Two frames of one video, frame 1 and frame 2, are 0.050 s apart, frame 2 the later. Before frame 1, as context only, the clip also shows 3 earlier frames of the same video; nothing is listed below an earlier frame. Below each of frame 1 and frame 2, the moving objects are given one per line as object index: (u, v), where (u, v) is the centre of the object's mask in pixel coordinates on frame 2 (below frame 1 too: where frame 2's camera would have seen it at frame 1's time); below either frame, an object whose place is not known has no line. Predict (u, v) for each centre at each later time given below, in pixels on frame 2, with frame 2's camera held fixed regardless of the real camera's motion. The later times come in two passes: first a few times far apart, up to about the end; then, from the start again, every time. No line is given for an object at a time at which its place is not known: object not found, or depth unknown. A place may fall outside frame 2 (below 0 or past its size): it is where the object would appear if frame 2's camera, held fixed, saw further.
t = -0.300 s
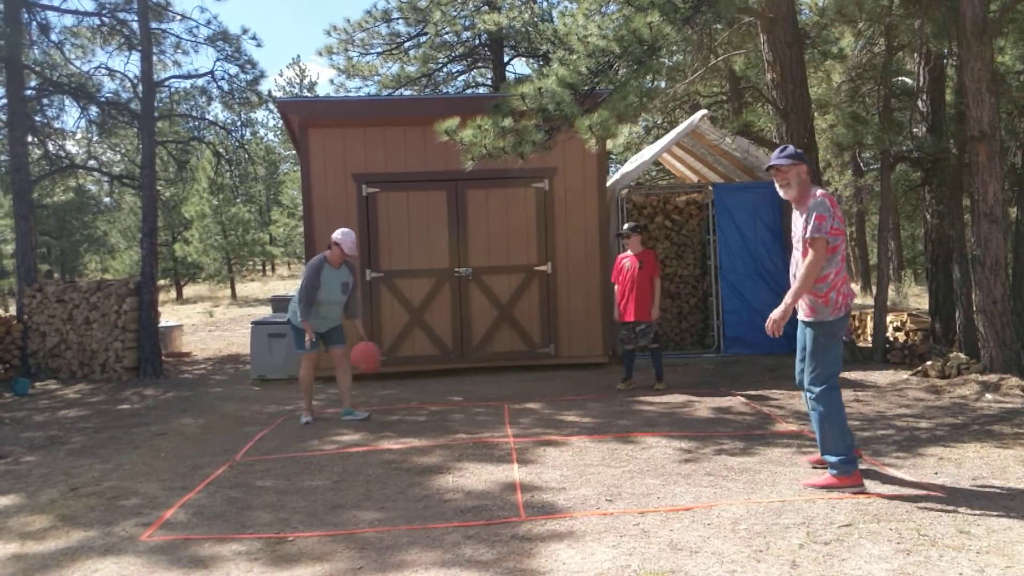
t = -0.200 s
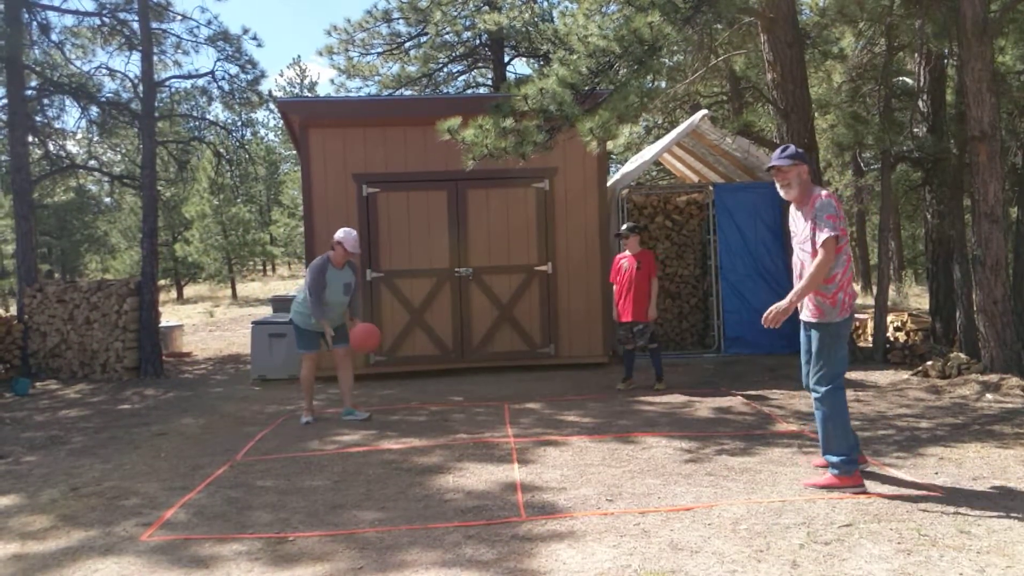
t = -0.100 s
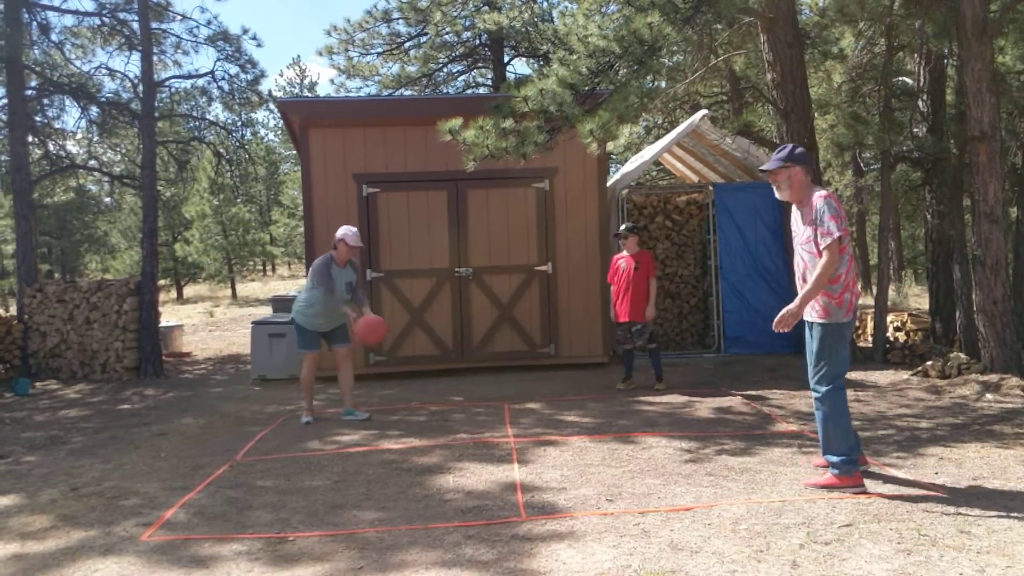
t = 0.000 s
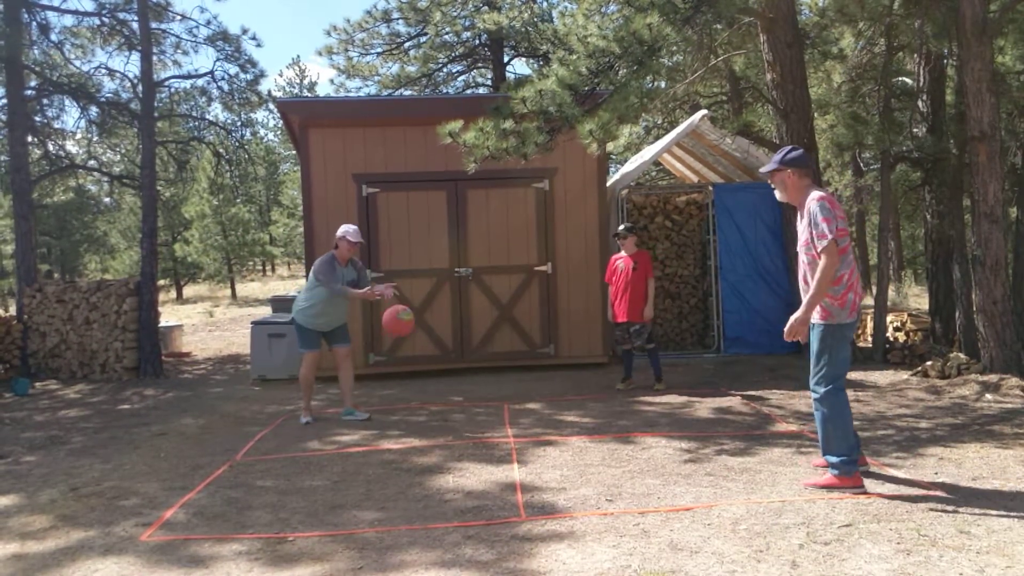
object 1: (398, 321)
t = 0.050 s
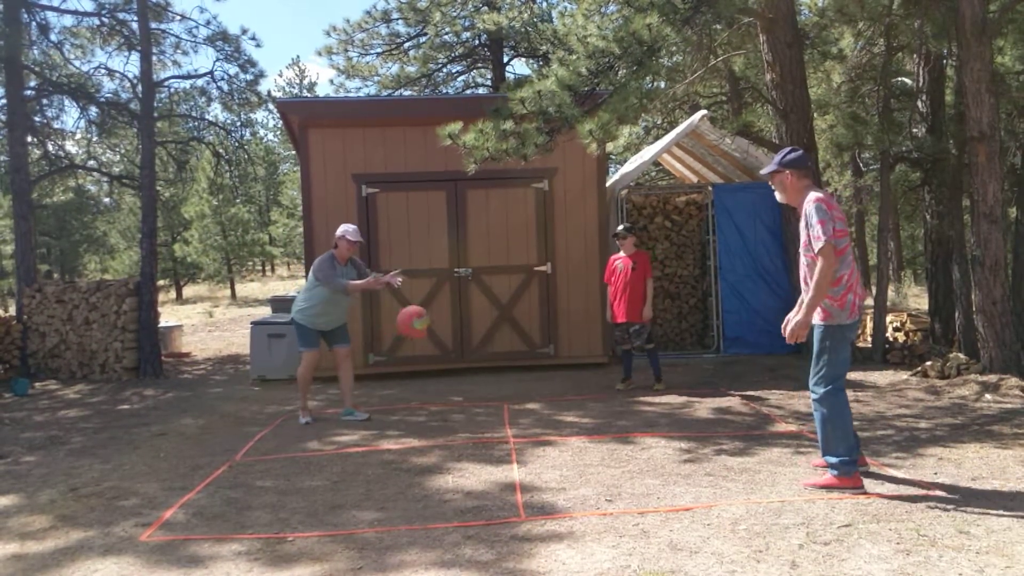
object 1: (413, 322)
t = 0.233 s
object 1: (472, 353)
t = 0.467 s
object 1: (556, 425)
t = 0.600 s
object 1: (602, 393)
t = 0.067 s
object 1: (418, 322)
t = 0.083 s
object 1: (423, 323)
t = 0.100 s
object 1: (428, 325)
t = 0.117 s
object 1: (434, 327)
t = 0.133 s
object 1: (439, 331)
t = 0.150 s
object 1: (444, 333)
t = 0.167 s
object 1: (450, 336)
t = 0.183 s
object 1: (455, 339)
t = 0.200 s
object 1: (461, 343)
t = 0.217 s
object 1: (466, 348)
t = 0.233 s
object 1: (472, 353)
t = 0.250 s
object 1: (478, 358)
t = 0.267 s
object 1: (484, 363)
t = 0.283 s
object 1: (490, 370)
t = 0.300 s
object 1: (495, 376)
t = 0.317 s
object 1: (502, 383)
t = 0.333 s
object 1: (508, 391)
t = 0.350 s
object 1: (514, 398)
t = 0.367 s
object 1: (521, 407)
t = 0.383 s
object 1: (527, 416)
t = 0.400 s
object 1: (534, 426)
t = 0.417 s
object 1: (540, 436)
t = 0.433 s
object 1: (546, 437)
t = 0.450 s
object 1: (551, 431)
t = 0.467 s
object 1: (556, 425)
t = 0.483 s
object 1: (562, 419)
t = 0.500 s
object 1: (567, 415)
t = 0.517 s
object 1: (572, 410)
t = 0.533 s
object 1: (579, 406)
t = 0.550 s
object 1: (585, 402)
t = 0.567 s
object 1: (590, 399)
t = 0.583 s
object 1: (596, 396)
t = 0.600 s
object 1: (602, 393)
